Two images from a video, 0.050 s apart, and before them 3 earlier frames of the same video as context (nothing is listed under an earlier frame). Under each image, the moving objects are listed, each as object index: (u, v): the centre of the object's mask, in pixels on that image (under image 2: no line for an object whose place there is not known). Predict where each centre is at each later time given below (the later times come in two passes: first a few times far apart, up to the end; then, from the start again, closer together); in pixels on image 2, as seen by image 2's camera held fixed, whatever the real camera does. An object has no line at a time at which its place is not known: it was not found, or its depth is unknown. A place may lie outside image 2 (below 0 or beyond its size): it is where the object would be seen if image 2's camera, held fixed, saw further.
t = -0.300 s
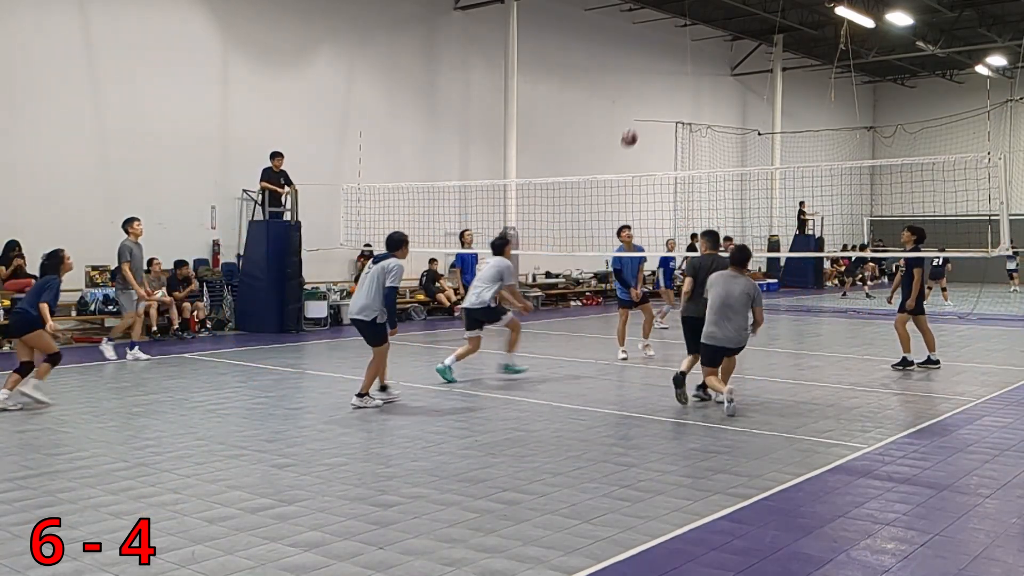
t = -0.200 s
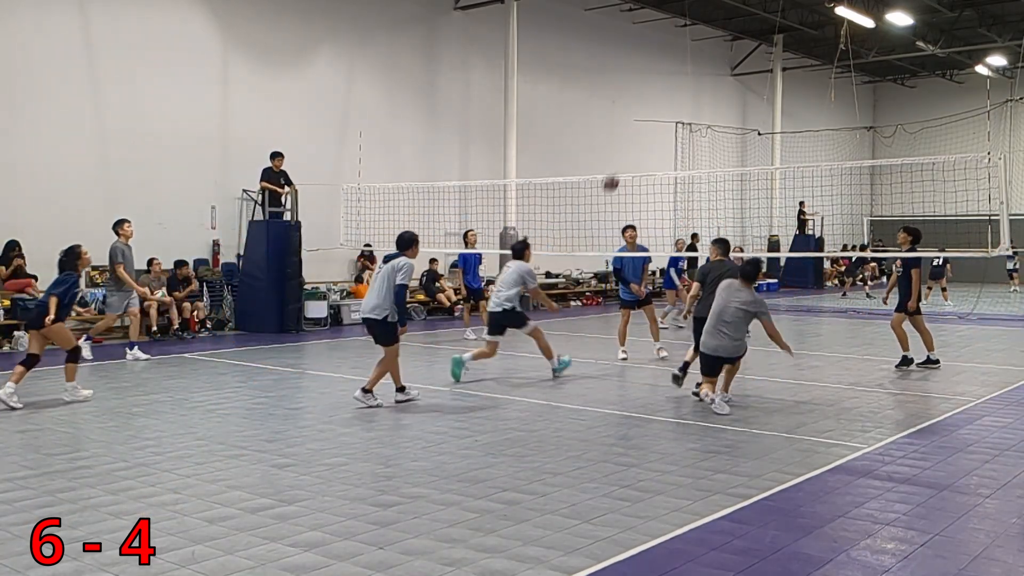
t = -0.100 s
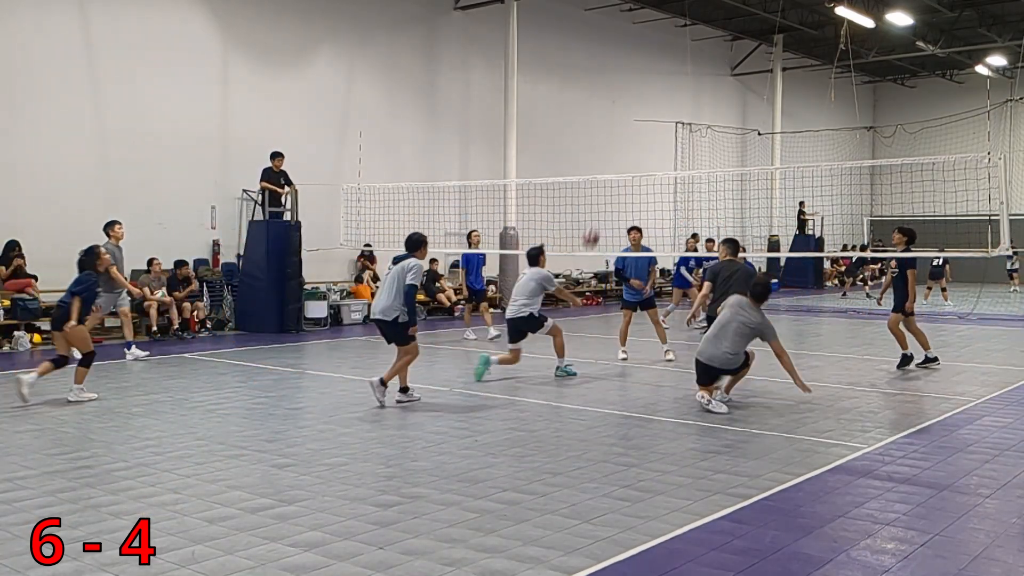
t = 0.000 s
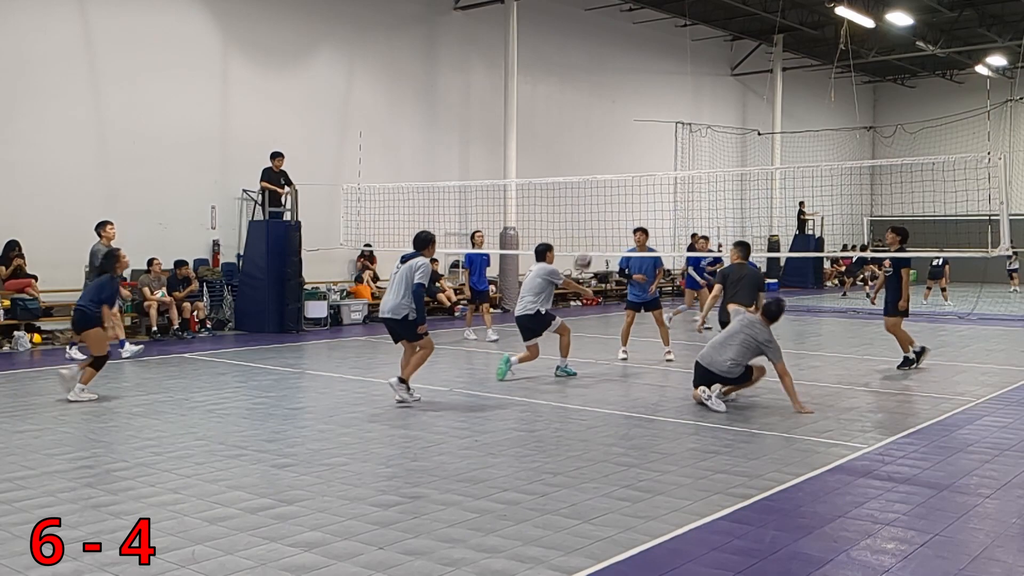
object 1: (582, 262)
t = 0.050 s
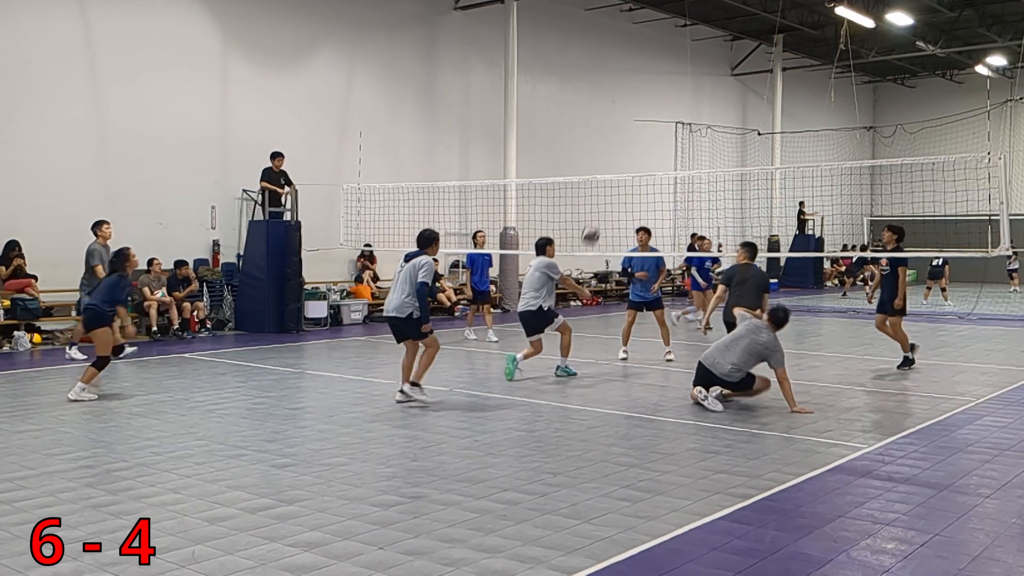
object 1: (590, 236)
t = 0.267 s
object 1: (623, 146)
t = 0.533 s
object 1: (661, 93)
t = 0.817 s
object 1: (700, 106)
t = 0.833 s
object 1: (702, 109)
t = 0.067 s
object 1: (593, 227)
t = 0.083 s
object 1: (595, 219)
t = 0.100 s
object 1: (598, 212)
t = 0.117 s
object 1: (601, 204)
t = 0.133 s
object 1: (604, 196)
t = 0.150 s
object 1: (606, 189)
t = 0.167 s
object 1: (608, 181)
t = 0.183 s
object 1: (610, 175)
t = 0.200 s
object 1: (613, 168)
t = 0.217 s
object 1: (615, 162)
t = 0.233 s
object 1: (618, 156)
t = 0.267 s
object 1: (623, 146)
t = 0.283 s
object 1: (625, 140)
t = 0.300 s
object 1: (627, 135)
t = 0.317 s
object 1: (630, 131)
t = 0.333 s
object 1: (632, 126)
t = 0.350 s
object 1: (635, 122)
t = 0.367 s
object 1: (637, 118)
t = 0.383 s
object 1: (640, 115)
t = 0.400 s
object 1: (642, 111)
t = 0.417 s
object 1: (645, 108)
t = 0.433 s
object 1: (647, 105)
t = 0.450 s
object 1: (649, 102)
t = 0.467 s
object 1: (651, 100)
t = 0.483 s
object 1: (654, 98)
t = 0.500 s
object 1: (656, 96)
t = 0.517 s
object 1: (659, 94)
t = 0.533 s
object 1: (661, 93)
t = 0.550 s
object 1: (663, 91)
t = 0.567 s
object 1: (666, 90)
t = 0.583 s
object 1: (668, 90)
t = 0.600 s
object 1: (671, 89)
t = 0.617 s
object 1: (673, 89)
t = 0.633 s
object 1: (675, 89)
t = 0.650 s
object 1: (677, 89)
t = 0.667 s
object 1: (680, 89)
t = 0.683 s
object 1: (682, 90)
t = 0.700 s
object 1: (684, 91)
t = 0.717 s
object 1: (686, 93)
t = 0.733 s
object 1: (689, 95)
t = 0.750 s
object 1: (691, 96)
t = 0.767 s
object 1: (693, 98)
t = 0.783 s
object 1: (696, 100)
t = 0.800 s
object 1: (698, 103)
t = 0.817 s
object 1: (700, 106)
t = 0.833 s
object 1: (702, 109)
